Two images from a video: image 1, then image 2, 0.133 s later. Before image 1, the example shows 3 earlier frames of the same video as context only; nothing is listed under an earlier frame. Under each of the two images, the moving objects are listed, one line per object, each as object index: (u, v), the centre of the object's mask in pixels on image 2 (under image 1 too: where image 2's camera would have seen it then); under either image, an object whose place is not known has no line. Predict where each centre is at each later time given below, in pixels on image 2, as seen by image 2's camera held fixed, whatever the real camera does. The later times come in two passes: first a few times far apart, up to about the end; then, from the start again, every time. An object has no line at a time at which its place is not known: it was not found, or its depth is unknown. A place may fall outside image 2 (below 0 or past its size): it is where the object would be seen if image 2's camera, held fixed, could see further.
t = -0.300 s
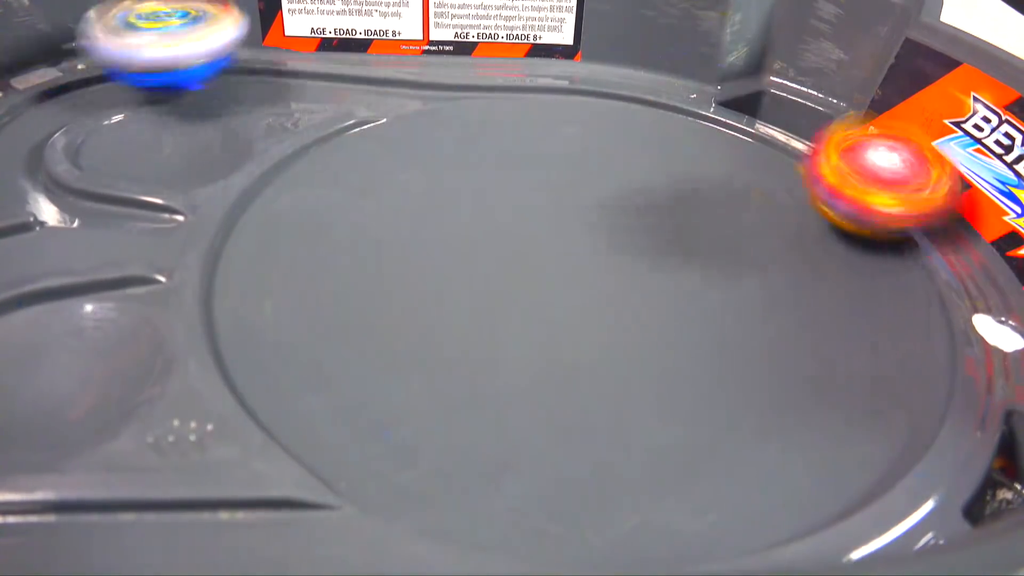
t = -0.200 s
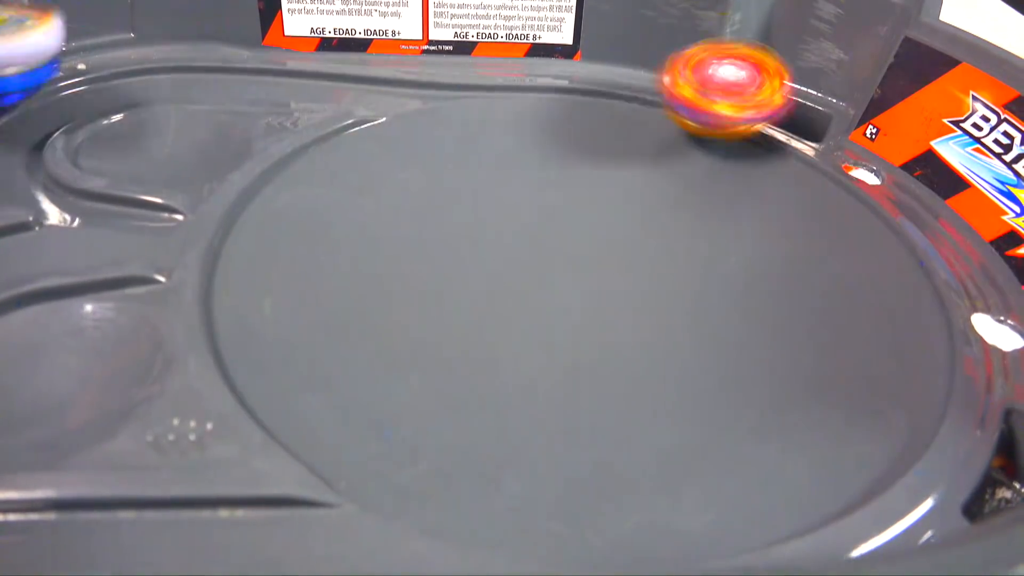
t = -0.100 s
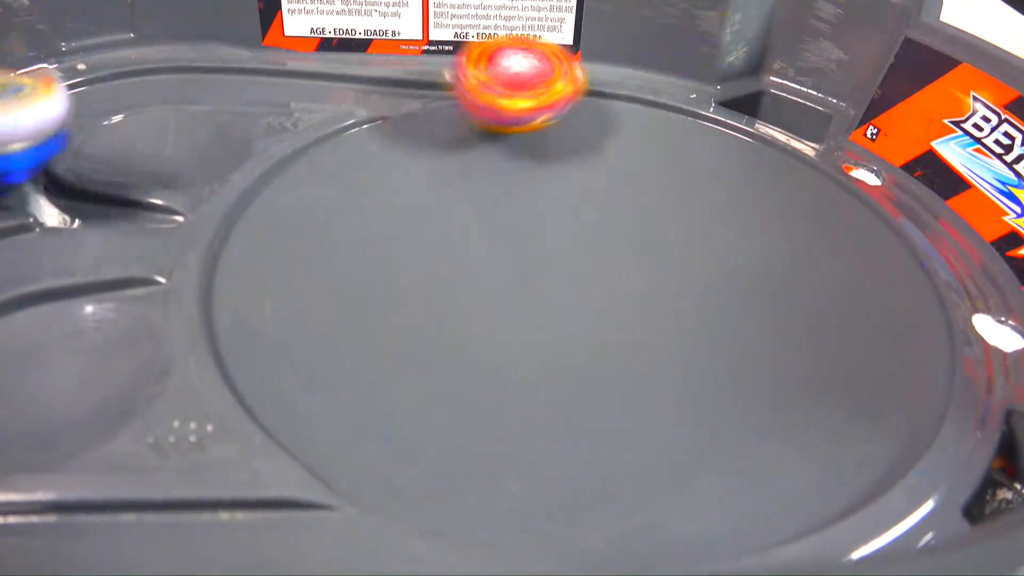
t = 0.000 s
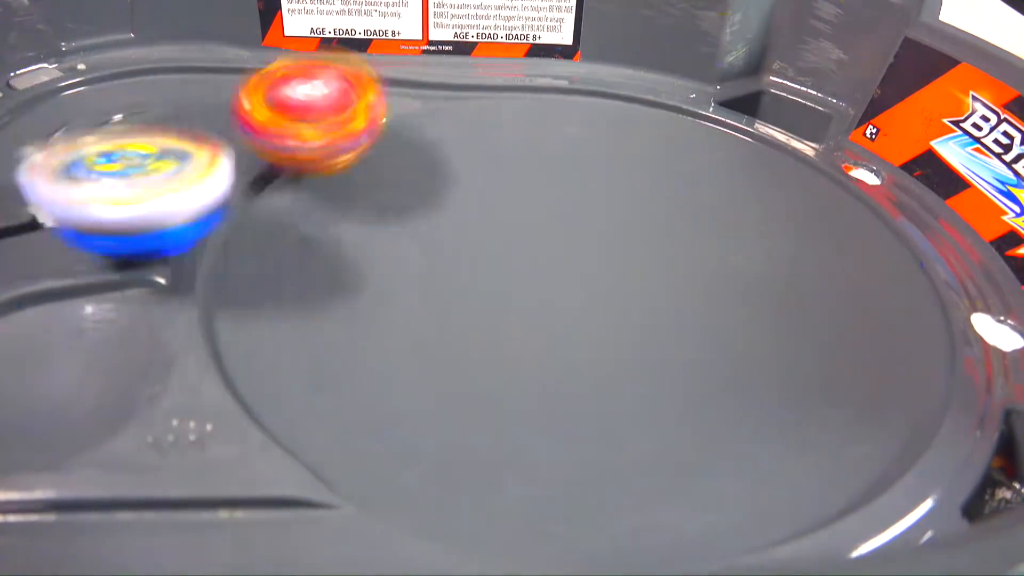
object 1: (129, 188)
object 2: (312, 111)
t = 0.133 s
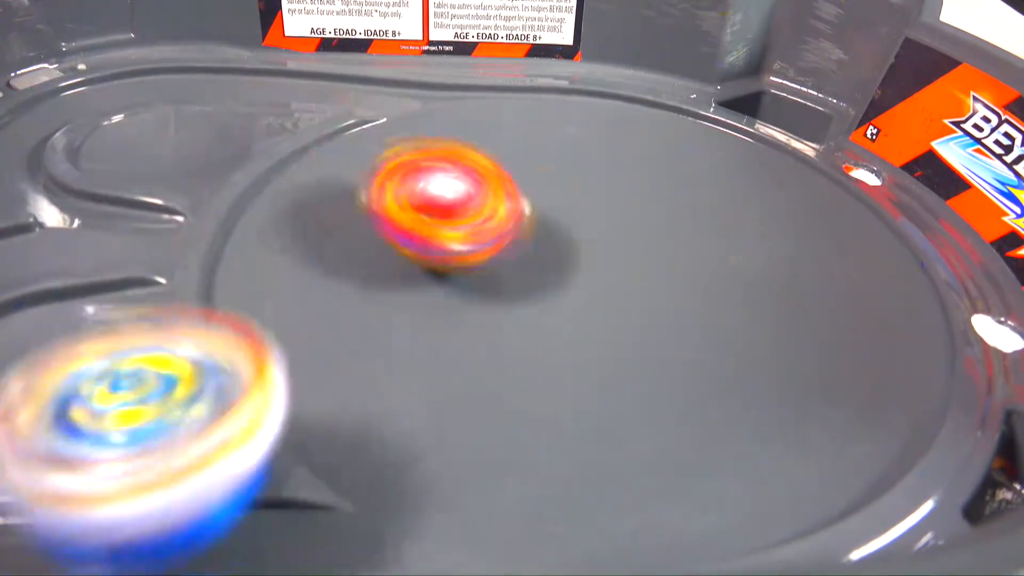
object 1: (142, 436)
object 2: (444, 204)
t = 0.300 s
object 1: (276, 455)
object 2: (813, 253)
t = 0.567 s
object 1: (537, 409)
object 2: (812, 196)
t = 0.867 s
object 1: (639, 236)
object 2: (511, 153)
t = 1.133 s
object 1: (660, 256)
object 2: (254, 46)
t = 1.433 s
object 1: (502, 184)
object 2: (31, 124)
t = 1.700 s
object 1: (485, 181)
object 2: (267, 345)
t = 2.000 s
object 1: (684, 190)
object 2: (923, 330)
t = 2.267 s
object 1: (652, 191)
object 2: (708, 85)
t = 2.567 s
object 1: (600, 224)
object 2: (239, 172)
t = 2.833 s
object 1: (635, 294)
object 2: (775, 464)
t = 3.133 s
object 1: (683, 271)
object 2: (771, 105)
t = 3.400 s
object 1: (565, 224)
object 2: (288, 56)
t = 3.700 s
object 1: (438, 243)
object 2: (84, 160)
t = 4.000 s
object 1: (727, 282)
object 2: (309, 303)
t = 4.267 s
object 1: (767, 209)
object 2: (546, 288)
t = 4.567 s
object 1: (856, 153)
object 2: (346, 107)
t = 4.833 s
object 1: (670, 223)
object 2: (499, 334)
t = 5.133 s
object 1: (633, 279)
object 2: (489, 355)
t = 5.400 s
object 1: (609, 274)
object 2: (416, 254)
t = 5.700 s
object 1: (493, 303)
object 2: (386, 181)
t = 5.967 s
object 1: (509, 288)
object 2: (496, 179)
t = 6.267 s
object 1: (500, 244)
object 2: (629, 146)
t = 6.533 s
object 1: (494, 210)
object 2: (644, 178)
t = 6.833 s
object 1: (469, 231)
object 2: (727, 270)
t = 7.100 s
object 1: (578, 223)
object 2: (733, 305)
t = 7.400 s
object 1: (556, 164)
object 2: (633, 306)
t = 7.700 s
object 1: (542, 201)
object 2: (447, 304)
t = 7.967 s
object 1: (626, 227)
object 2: (439, 293)
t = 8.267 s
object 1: (685, 218)
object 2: (480, 200)
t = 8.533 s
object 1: (654, 221)
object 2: (440, 155)
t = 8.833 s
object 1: (625, 300)
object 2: (468, 181)
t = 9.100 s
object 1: (679, 320)
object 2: (544, 209)
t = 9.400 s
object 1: (638, 390)
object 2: (610, 110)
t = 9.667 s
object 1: (525, 345)
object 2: (577, 173)
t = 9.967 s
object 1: (455, 284)
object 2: (554, 196)
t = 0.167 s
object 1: (144, 474)
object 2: (514, 226)
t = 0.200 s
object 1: (166, 470)
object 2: (587, 242)
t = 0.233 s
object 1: (202, 473)
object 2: (664, 252)
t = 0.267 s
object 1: (247, 459)
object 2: (741, 255)
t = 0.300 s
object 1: (276, 455)
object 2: (813, 253)
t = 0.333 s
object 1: (302, 465)
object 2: (879, 246)
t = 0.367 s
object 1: (328, 469)
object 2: (934, 234)
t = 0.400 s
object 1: (366, 469)
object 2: (943, 213)
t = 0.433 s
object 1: (401, 461)
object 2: (932, 210)
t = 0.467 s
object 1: (434, 450)
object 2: (909, 214)
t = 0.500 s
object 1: (469, 440)
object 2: (885, 194)
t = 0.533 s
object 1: (501, 426)
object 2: (851, 199)
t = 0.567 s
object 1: (537, 409)
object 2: (812, 196)
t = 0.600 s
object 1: (568, 392)
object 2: (770, 194)
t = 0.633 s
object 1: (595, 373)
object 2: (729, 188)
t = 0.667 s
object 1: (617, 353)
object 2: (688, 181)
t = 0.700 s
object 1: (631, 329)
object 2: (651, 174)
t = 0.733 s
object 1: (641, 307)
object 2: (615, 165)
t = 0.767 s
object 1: (642, 285)
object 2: (585, 160)
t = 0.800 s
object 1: (642, 264)
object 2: (559, 158)
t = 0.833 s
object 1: (636, 245)
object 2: (534, 157)
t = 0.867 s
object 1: (639, 236)
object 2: (511, 153)
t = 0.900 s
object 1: (659, 247)
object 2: (467, 123)
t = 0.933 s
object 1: (672, 254)
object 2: (428, 95)
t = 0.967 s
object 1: (684, 261)
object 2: (393, 73)
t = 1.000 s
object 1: (687, 265)
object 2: (367, 55)
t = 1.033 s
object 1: (687, 267)
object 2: (344, 56)
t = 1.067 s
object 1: (682, 266)
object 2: (316, 46)
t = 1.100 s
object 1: (672, 261)
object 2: (287, 44)
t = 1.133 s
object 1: (660, 256)
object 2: (254, 46)
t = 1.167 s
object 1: (644, 249)
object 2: (214, 50)
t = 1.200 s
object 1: (630, 241)
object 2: (180, 45)
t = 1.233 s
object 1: (612, 231)
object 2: (140, 41)
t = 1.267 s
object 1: (595, 223)
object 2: (99, 43)
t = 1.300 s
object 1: (577, 213)
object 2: (65, 53)
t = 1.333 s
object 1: (560, 205)
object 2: (46, 68)
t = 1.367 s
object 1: (540, 197)
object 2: (34, 84)
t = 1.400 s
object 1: (523, 191)
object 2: (29, 104)
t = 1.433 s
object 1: (502, 184)
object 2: (31, 124)
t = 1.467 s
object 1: (484, 179)
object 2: (40, 142)
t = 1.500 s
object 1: (466, 174)
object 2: (63, 149)
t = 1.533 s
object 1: (451, 175)
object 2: (106, 154)
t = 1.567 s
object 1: (433, 176)
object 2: (171, 170)
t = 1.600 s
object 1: (419, 179)
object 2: (232, 200)
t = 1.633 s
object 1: (418, 183)
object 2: (270, 249)
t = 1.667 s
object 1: (452, 175)
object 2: (264, 288)
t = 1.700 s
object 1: (485, 181)
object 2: (267, 345)
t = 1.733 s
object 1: (521, 181)
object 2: (303, 382)
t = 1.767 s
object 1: (553, 180)
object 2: (401, 407)
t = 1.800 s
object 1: (584, 183)
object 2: (499, 425)
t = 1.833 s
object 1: (611, 183)
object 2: (591, 430)
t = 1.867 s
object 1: (633, 184)
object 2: (690, 427)
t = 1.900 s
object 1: (653, 188)
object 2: (777, 422)
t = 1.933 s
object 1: (667, 188)
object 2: (851, 399)
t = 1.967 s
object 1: (678, 189)
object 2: (898, 362)
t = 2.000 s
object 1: (684, 190)
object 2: (923, 330)
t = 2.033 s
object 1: (685, 190)
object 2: (933, 291)
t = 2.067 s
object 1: (686, 192)
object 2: (933, 251)
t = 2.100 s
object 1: (683, 191)
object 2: (915, 220)
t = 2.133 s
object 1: (678, 191)
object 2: (886, 187)
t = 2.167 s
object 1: (673, 191)
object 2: (851, 155)
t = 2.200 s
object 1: (665, 191)
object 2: (806, 128)
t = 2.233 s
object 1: (659, 190)
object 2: (761, 102)
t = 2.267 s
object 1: (652, 191)
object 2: (708, 85)
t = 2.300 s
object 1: (644, 191)
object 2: (658, 73)
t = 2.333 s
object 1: (639, 193)
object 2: (606, 54)
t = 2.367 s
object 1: (631, 194)
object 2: (554, 57)
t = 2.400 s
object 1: (625, 196)
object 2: (492, 60)
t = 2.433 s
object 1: (619, 199)
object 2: (435, 71)
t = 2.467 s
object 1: (612, 204)
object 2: (375, 84)
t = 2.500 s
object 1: (608, 210)
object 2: (325, 105)
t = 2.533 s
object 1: (604, 215)
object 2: (278, 132)
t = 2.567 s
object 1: (600, 224)
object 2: (239, 172)
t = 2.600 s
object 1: (599, 233)
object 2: (228, 226)
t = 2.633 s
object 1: (598, 241)
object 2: (224, 280)
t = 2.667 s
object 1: (599, 251)
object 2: (265, 342)
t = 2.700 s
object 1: (602, 262)
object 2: (340, 409)
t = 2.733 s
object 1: (608, 270)
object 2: (447, 460)
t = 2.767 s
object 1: (618, 279)
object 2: (561, 477)
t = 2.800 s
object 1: (626, 287)
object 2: (682, 479)
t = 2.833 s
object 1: (635, 294)
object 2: (775, 464)
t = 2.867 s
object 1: (648, 298)
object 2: (844, 426)
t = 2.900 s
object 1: (659, 300)
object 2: (897, 391)
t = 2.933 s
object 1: (668, 302)
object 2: (921, 345)
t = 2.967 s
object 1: (679, 300)
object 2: (933, 294)
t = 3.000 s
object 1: (686, 297)
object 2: (931, 251)
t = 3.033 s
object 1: (689, 291)
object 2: (915, 206)
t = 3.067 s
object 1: (692, 285)
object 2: (872, 169)
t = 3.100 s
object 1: (688, 279)
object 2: (821, 131)
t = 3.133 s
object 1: (683, 271)
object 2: (771, 105)
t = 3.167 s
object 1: (674, 262)
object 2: (715, 81)
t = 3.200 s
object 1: (665, 256)
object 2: (652, 63)
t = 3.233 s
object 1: (652, 247)
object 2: (587, 64)
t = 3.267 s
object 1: (633, 242)
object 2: (521, 58)
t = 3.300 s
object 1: (620, 236)
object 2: (463, 56)
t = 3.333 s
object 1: (602, 231)
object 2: (404, 56)
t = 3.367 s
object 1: (583, 227)
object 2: (348, 56)
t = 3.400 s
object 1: (565, 224)
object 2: (288, 56)
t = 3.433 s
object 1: (548, 225)
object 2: (232, 42)
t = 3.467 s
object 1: (531, 223)
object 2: (180, 37)
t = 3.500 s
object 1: (511, 223)
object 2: (117, 40)
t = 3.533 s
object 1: (498, 224)
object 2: (63, 48)
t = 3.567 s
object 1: (481, 226)
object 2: (38, 72)
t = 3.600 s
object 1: (466, 229)
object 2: (30, 89)
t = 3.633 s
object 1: (456, 232)
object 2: (31, 125)
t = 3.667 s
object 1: (445, 238)
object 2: (52, 148)
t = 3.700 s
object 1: (438, 243)
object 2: (84, 160)
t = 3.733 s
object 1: (433, 249)
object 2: (138, 183)
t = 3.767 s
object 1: (434, 257)
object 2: (208, 203)
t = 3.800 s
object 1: (454, 265)
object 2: (255, 241)
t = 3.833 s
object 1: (508, 280)
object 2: (251, 248)
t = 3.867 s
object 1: (565, 286)
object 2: (254, 263)
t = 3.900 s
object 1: (613, 293)
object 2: (260, 270)
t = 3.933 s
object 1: (659, 292)
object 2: (275, 279)
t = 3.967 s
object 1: (695, 289)
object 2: (291, 296)
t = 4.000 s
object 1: (727, 282)
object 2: (309, 303)
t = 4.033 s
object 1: (754, 274)
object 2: (336, 316)
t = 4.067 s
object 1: (769, 266)
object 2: (362, 329)
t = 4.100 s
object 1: (782, 255)
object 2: (393, 331)
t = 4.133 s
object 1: (785, 245)
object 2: (430, 334)
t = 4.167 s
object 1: (784, 234)
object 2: (463, 332)
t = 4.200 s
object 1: (782, 226)
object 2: (496, 319)
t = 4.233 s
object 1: (775, 219)
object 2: (524, 302)
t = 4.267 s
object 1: (767, 209)
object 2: (546, 288)
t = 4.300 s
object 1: (758, 202)
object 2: (561, 268)
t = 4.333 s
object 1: (745, 194)
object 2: (572, 244)
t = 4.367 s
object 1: (734, 187)
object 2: (580, 224)
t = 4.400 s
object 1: (739, 176)
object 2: (556, 203)
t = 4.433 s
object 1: (777, 169)
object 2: (488, 178)
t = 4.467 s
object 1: (815, 159)
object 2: (433, 147)
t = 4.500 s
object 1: (839, 157)
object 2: (379, 119)
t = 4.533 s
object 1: (854, 151)
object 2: (338, 98)
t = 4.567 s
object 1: (856, 153)
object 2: (346, 107)
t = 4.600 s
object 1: (844, 162)
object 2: (361, 143)
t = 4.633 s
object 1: (825, 171)
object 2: (381, 166)
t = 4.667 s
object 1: (799, 183)
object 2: (405, 194)
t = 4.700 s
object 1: (769, 193)
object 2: (434, 225)
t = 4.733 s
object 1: (735, 205)
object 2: (468, 249)
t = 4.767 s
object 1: (700, 215)
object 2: (509, 275)
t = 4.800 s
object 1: (665, 225)
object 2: (538, 292)
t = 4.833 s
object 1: (670, 223)
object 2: (499, 334)
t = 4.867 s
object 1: (677, 222)
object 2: (451, 362)
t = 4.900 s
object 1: (682, 224)
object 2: (412, 390)
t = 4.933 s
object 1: (683, 227)
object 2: (372, 408)
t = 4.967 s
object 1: (681, 233)
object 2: (347, 418)
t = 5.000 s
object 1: (675, 240)
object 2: (360, 411)
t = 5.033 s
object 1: (668, 248)
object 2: (382, 402)
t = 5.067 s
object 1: (657, 258)
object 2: (416, 386)
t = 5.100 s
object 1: (646, 269)
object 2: (454, 372)
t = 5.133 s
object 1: (633, 279)
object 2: (489, 355)
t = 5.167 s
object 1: (639, 278)
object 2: (482, 347)
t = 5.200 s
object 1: (648, 277)
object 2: (472, 338)
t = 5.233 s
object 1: (653, 275)
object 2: (463, 324)
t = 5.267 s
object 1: (653, 272)
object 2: (456, 308)
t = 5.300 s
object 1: (647, 271)
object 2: (446, 292)
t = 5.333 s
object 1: (637, 271)
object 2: (436, 278)
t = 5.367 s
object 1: (624, 272)
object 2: (426, 266)
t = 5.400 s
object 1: (609, 274)
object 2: (416, 254)
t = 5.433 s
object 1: (592, 277)
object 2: (408, 243)
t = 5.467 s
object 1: (575, 280)
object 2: (402, 229)
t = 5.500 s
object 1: (558, 284)
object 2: (394, 217)
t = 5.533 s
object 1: (543, 287)
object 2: (387, 208)
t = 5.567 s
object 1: (530, 290)
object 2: (382, 203)
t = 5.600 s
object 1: (518, 294)
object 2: (379, 198)
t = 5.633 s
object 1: (508, 297)
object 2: (379, 193)
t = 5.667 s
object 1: (500, 300)
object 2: (382, 187)
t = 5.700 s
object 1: (493, 303)
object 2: (386, 181)
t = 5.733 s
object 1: (488, 305)
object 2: (391, 181)
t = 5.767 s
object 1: (486, 306)
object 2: (400, 182)
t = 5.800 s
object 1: (486, 307)
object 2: (412, 183)
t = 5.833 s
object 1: (488, 306)
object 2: (427, 182)
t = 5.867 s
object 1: (492, 304)
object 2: (443, 179)
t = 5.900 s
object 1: (498, 301)
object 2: (460, 178)
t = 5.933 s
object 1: (505, 295)
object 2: (477, 179)
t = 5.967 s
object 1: (509, 288)
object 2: (496, 179)
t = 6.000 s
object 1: (513, 281)
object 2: (514, 178)
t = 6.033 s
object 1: (511, 275)
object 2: (537, 172)
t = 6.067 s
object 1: (507, 270)
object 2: (557, 167)
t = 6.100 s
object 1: (505, 267)
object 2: (575, 167)
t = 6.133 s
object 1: (505, 263)
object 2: (591, 164)
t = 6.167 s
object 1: (505, 258)
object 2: (606, 157)
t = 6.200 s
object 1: (504, 253)
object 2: (615, 150)
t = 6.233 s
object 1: (501, 247)
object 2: (623, 147)
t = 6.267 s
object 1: (500, 244)
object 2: (629, 146)
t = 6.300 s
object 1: (500, 240)
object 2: (636, 145)
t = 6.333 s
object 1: (502, 235)
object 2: (639, 141)
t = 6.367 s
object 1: (503, 229)
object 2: (639, 144)
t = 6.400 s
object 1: (502, 225)
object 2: (638, 149)
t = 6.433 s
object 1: (500, 220)
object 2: (637, 154)
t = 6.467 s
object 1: (499, 217)
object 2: (638, 157)
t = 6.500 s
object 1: (501, 213)
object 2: (636, 167)
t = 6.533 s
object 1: (494, 210)
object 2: (644, 178)
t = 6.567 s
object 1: (482, 208)
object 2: (652, 189)
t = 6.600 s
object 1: (472, 208)
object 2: (660, 195)
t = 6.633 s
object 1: (466, 210)
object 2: (667, 210)
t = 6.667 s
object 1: (461, 211)
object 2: (676, 224)
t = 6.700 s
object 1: (456, 213)
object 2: (687, 234)
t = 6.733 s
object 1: (453, 218)
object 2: (696, 243)
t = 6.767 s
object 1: (456, 224)
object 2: (707, 256)
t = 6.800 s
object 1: (462, 227)
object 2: (716, 267)
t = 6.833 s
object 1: (469, 231)
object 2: (727, 270)
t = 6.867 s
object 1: (477, 235)
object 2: (732, 278)
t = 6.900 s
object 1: (492, 240)
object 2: (740, 286)
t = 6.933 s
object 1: (510, 241)
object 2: (747, 291)
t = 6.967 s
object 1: (525, 239)
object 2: (746, 290)
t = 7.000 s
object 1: (538, 238)
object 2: (744, 296)
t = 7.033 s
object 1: (556, 237)
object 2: (738, 300)
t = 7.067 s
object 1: (571, 231)
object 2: (732, 295)
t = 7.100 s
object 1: (578, 223)
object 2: (733, 305)
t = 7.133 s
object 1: (584, 217)
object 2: (728, 311)
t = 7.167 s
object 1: (589, 207)
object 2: (727, 310)
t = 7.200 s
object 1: (588, 198)
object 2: (721, 316)
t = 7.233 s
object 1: (589, 192)
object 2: (711, 320)
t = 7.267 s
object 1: (589, 184)
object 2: (701, 315)
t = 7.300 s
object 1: (582, 177)
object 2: (689, 314)
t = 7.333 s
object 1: (577, 172)
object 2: (673, 316)
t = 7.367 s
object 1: (569, 167)
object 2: (655, 307)
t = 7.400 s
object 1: (556, 164)
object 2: (633, 306)
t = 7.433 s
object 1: (545, 166)
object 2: (615, 303)
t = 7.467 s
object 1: (537, 168)
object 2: (590, 297)
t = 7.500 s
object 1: (528, 173)
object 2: (568, 296)
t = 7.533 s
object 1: (524, 180)
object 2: (549, 291)
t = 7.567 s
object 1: (528, 181)
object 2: (523, 294)
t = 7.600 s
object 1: (526, 186)
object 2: (500, 299)
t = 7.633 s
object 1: (533, 189)
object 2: (479, 298)
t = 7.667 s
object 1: (538, 194)
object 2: (461, 301)
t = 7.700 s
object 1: (542, 201)
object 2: (447, 304)
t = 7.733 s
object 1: (554, 205)
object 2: (432, 302)
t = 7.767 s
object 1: (562, 208)
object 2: (422, 306)
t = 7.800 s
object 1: (574, 214)
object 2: (417, 303)
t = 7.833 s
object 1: (585, 216)
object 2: (413, 306)
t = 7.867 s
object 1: (593, 220)
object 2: (417, 306)
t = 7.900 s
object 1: (607, 223)
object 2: (421, 302)
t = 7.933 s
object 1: (614, 223)
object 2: (427, 302)
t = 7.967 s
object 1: (626, 227)
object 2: (439, 293)
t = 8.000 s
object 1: (638, 225)
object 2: (450, 290)
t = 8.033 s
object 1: (644, 227)
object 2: (460, 279)
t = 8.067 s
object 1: (656, 226)
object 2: (471, 271)
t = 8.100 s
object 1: (659, 224)
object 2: (482, 263)
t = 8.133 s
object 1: (664, 224)
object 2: (491, 249)
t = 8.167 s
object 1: (662, 221)
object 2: (500, 241)
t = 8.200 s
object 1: (670, 221)
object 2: (496, 225)
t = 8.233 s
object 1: (680, 218)
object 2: (485, 214)
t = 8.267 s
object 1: (685, 218)
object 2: (480, 200)
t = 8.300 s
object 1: (692, 216)
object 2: (471, 191)
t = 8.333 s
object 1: (689, 218)
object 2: (466, 179)
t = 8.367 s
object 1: (692, 215)
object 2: (457, 173)
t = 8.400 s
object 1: (685, 216)
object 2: (453, 165)
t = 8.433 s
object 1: (684, 216)
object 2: (447, 162)
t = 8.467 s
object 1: (673, 217)
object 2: (445, 156)
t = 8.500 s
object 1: (669, 218)
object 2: (440, 157)
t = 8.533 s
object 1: (654, 221)
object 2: (440, 155)
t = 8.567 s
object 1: (645, 225)
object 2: (439, 160)
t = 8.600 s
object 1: (631, 230)
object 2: (443, 162)
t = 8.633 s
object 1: (624, 237)
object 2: (449, 171)
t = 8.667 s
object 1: (612, 242)
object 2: (458, 176)
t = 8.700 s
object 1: (606, 251)
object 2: (468, 185)
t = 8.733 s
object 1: (610, 265)
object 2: (468, 182)
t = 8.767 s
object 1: (615, 279)
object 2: (467, 182)
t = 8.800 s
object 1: (619, 288)
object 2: (470, 178)
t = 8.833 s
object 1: (625, 300)
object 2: (468, 181)
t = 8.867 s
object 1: (631, 307)
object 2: (474, 180)
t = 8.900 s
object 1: (639, 318)
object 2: (476, 185)
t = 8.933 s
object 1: (646, 323)
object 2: (483, 184)
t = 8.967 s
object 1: (656, 329)
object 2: (492, 192)
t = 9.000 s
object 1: (663, 330)
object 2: (501, 194)
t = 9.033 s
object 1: (673, 331)
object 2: (515, 201)
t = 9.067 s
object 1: (673, 325)
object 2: (530, 205)
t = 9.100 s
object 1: (679, 320)
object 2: (544, 209)
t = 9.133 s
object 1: (671, 314)
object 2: (559, 214)
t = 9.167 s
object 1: (667, 308)
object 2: (574, 211)
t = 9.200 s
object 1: (665, 330)
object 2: (585, 197)
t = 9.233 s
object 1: (662, 349)
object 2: (592, 167)
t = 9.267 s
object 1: (662, 362)
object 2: (601, 147)
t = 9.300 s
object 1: (656, 376)
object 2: (603, 132)
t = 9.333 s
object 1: (652, 382)
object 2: (608, 119)
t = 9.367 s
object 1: (650, 386)
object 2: (611, 109)
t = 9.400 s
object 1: (638, 390)
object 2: (610, 110)
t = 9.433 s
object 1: (628, 388)
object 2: (608, 110)
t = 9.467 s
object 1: (619, 387)
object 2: (608, 111)
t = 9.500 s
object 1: (602, 386)
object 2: (601, 118)
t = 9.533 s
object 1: (583, 380)
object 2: (597, 125)
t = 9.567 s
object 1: (570, 372)
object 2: (595, 133)
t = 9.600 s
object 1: (555, 365)
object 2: (590, 146)
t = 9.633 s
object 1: (536, 357)
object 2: (584, 161)
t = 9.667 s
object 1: (525, 345)
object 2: (577, 173)
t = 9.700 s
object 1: (520, 335)
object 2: (569, 189)
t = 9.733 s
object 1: (512, 326)
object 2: (560, 207)
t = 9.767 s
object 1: (503, 314)
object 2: (554, 216)
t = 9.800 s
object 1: (491, 310)
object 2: (557, 214)
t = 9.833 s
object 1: (481, 313)
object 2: (556, 214)
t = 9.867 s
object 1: (468, 311)
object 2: (559, 208)
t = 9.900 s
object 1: (461, 305)
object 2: (561, 203)
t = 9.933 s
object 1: (456, 294)
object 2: (557, 199)
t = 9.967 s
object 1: (455, 284)
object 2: (554, 196)
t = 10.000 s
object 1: (458, 275)
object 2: (555, 192)
